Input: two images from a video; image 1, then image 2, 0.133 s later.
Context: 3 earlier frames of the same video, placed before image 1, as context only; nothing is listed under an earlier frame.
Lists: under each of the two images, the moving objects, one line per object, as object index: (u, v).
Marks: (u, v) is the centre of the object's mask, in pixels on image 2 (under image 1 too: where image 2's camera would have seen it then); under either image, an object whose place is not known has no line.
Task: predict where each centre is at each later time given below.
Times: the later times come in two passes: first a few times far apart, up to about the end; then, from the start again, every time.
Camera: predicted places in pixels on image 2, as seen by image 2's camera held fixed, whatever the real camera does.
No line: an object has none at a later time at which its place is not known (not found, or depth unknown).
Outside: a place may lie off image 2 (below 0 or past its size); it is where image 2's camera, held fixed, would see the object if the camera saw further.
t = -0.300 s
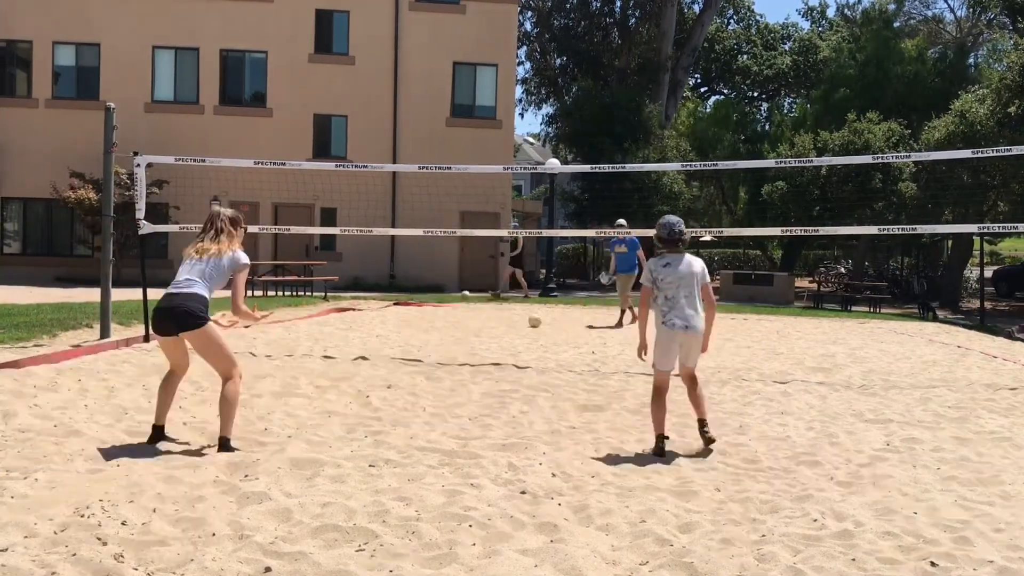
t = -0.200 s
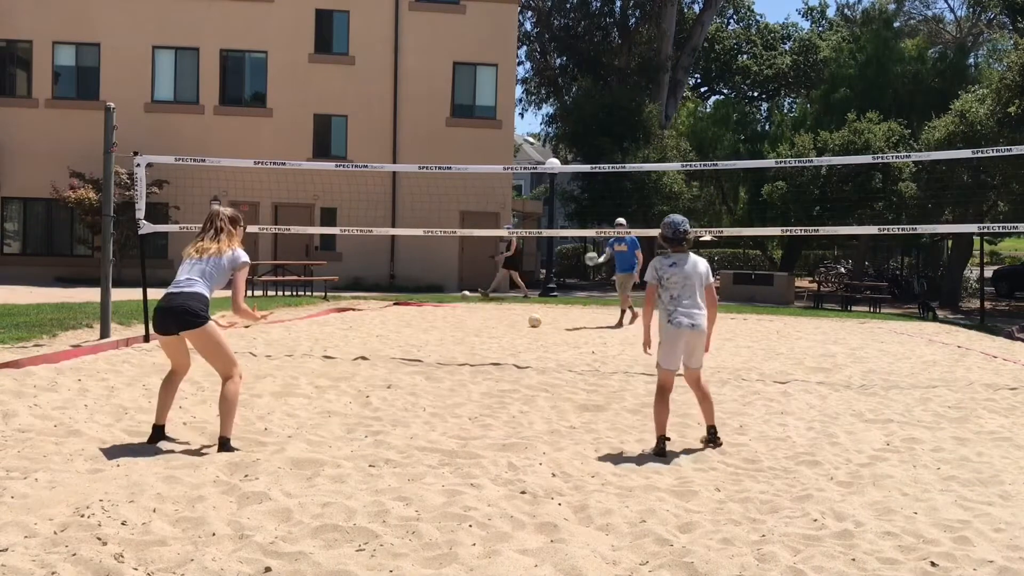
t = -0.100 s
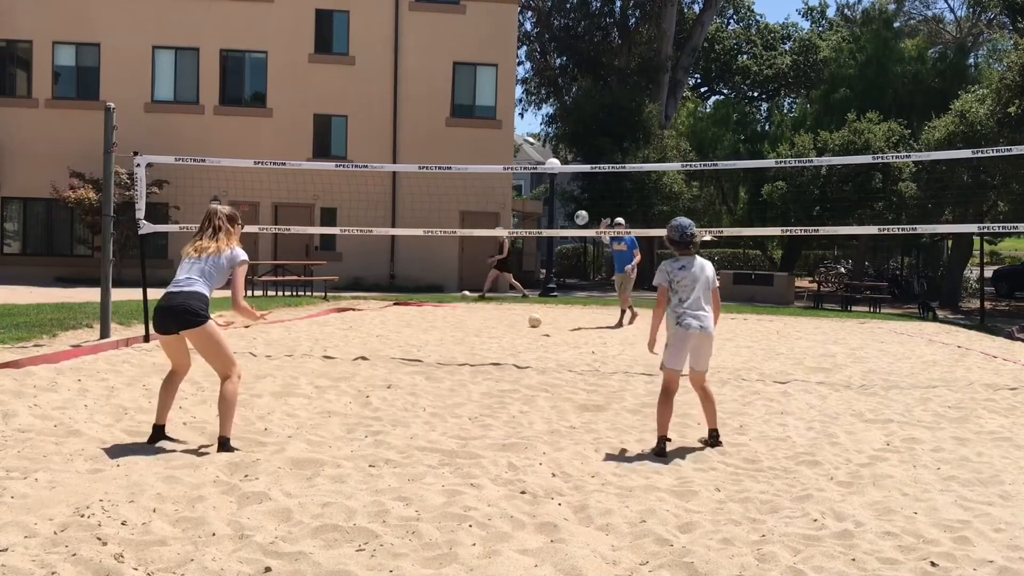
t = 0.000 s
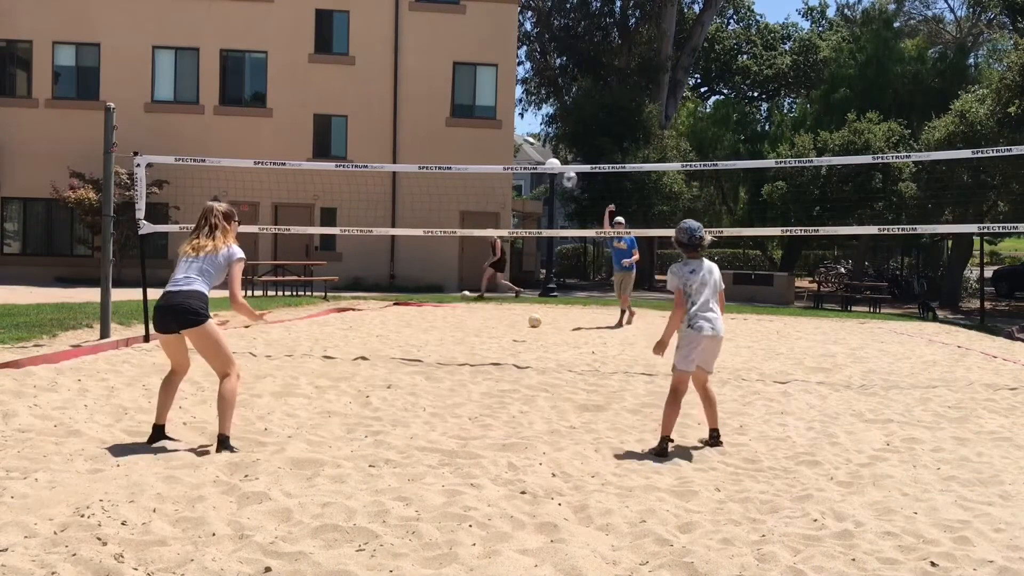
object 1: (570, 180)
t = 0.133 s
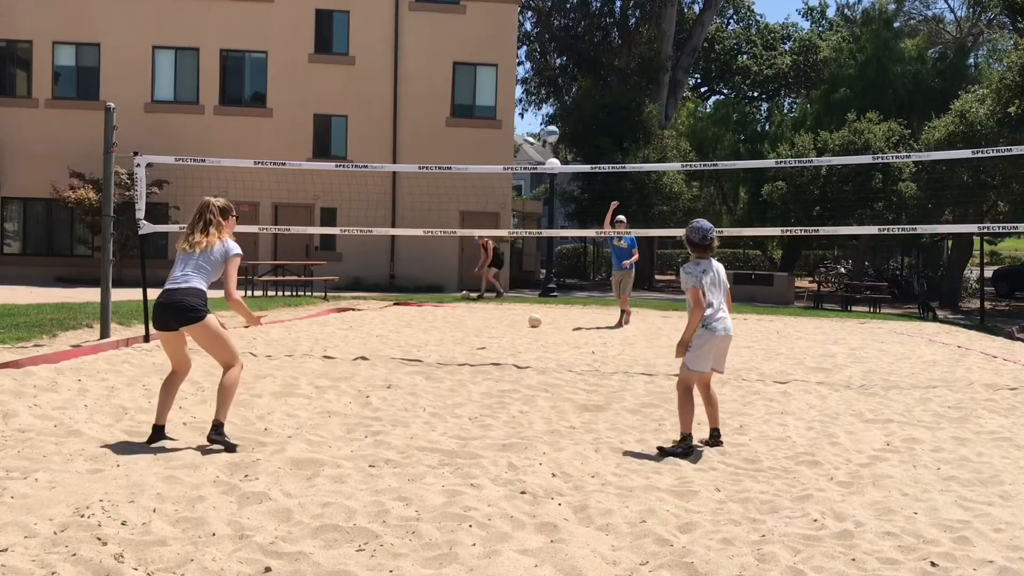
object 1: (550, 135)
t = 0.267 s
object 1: (528, 97)
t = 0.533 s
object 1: (468, 56)
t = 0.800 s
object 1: (375, 87)
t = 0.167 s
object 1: (546, 124)
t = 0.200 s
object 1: (539, 114)
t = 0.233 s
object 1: (534, 105)
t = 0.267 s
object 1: (528, 97)
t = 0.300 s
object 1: (522, 89)
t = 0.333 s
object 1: (516, 82)
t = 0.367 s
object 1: (508, 75)
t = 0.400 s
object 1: (501, 70)
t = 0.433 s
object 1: (493, 65)
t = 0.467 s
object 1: (485, 62)
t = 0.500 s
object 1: (476, 58)
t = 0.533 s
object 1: (468, 56)
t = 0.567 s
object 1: (457, 55)
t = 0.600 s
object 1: (447, 56)
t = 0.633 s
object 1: (437, 58)
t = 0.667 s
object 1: (426, 60)
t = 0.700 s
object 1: (414, 65)
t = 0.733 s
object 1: (403, 70)
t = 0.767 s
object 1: (388, 78)
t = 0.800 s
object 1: (375, 87)
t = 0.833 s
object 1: (360, 98)
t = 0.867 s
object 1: (345, 111)
